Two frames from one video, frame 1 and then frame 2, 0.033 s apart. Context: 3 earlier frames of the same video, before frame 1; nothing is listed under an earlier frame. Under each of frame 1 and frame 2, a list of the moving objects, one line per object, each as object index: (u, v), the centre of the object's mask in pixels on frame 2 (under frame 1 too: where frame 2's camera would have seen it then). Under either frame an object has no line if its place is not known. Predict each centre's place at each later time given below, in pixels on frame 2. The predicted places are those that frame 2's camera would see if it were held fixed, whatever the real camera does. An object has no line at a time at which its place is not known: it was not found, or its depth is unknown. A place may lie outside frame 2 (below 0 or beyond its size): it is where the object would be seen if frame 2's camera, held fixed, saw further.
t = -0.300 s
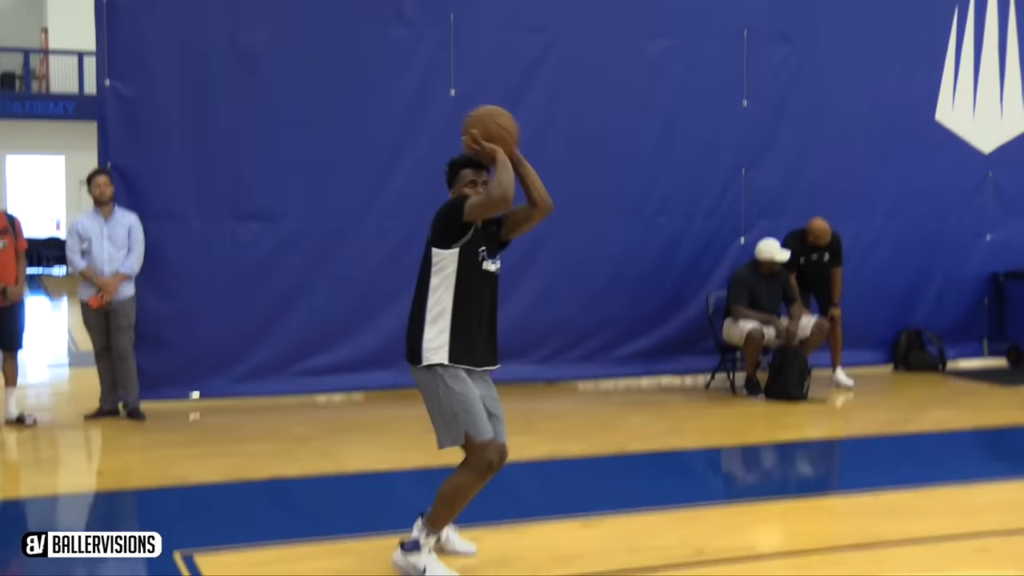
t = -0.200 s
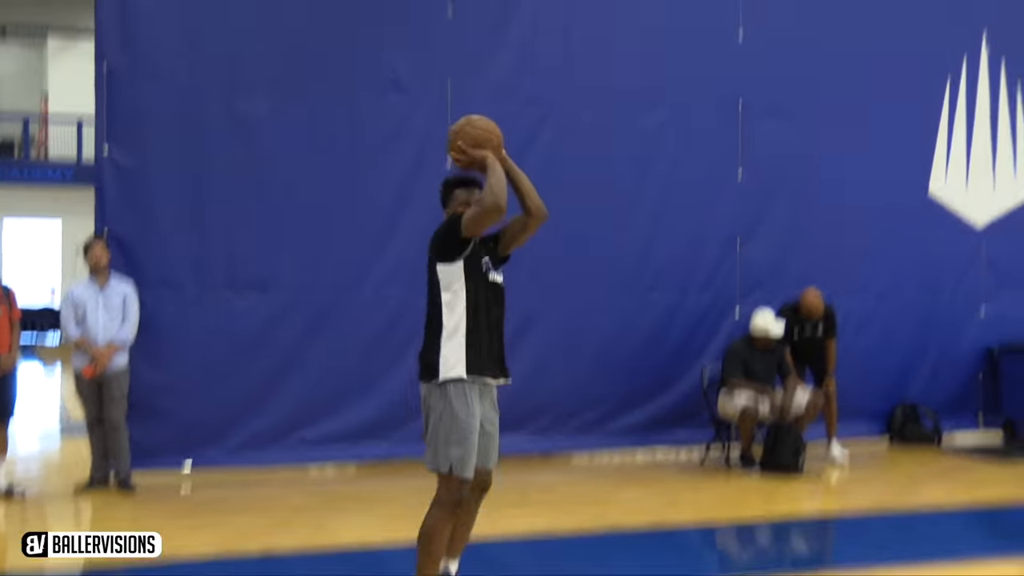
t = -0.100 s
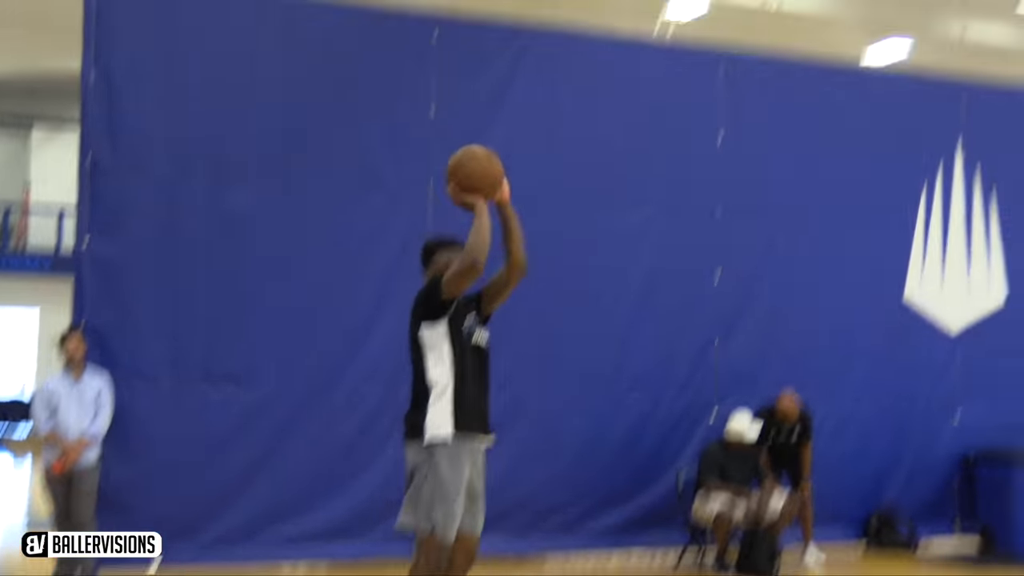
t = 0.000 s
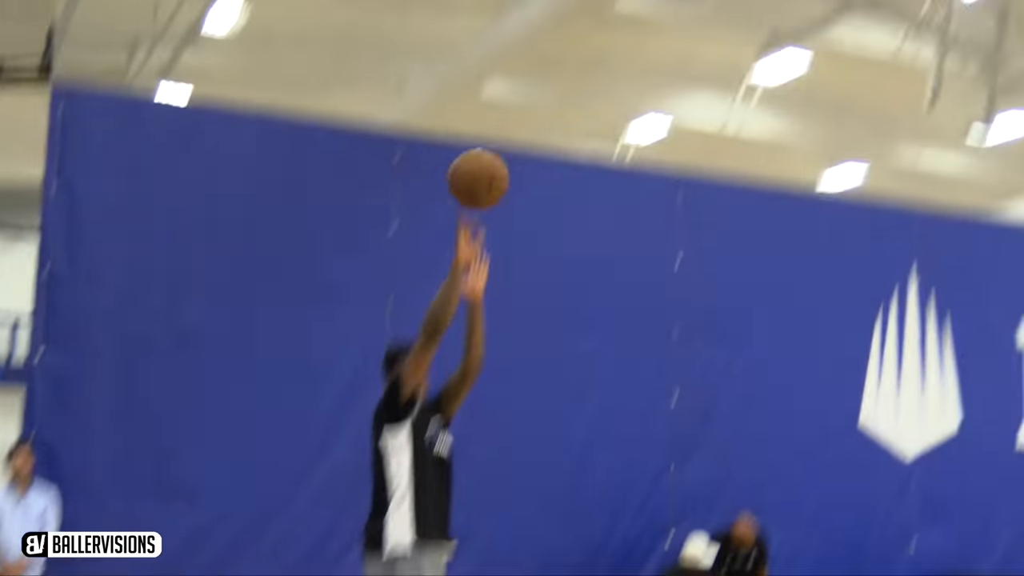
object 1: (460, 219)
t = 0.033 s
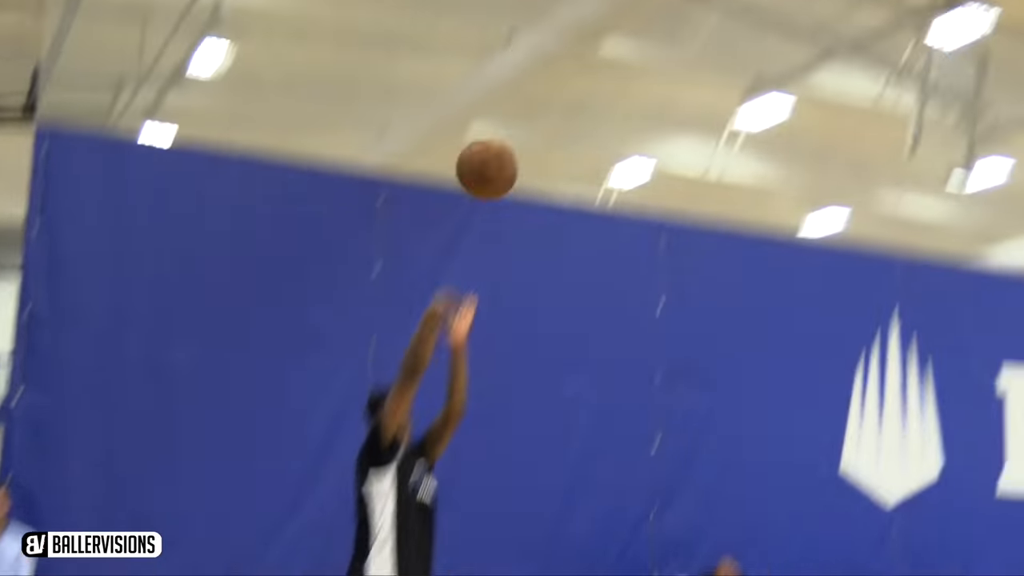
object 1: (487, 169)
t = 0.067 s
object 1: (513, 118)
